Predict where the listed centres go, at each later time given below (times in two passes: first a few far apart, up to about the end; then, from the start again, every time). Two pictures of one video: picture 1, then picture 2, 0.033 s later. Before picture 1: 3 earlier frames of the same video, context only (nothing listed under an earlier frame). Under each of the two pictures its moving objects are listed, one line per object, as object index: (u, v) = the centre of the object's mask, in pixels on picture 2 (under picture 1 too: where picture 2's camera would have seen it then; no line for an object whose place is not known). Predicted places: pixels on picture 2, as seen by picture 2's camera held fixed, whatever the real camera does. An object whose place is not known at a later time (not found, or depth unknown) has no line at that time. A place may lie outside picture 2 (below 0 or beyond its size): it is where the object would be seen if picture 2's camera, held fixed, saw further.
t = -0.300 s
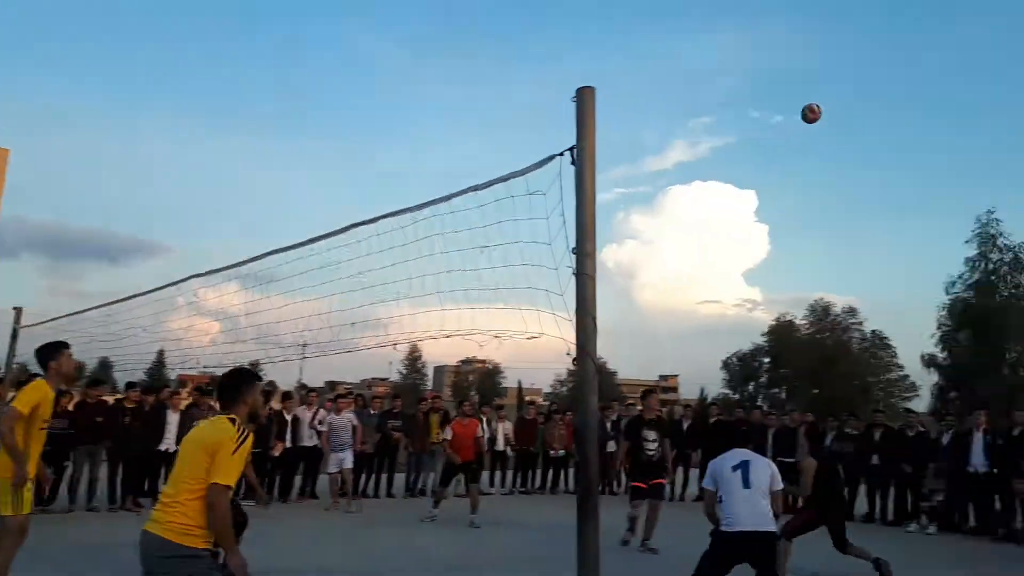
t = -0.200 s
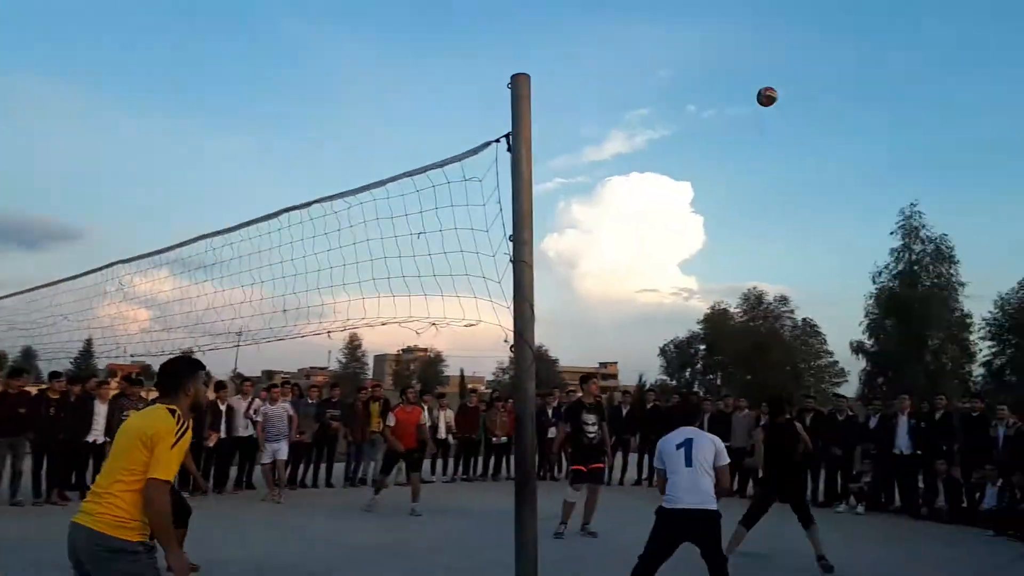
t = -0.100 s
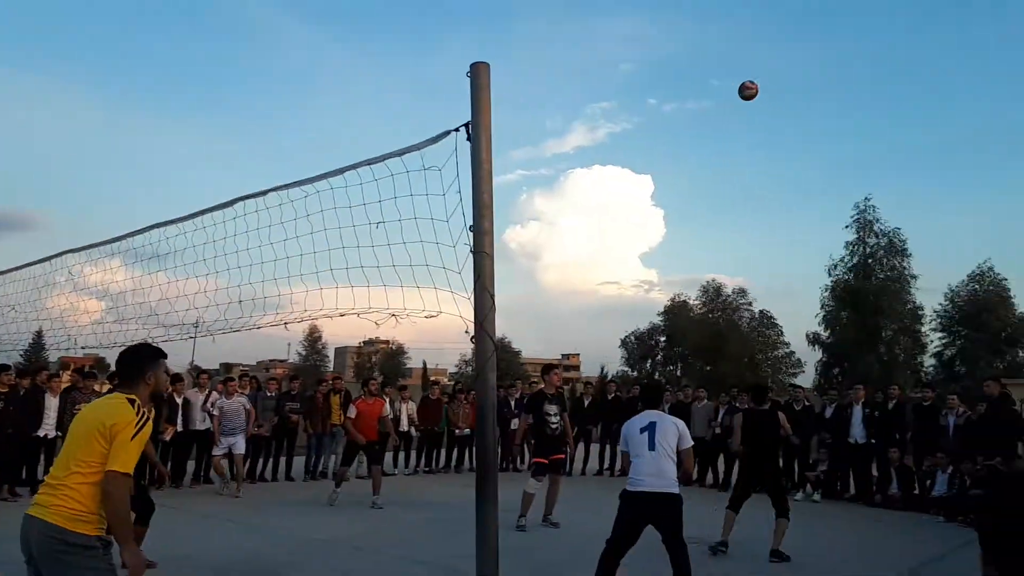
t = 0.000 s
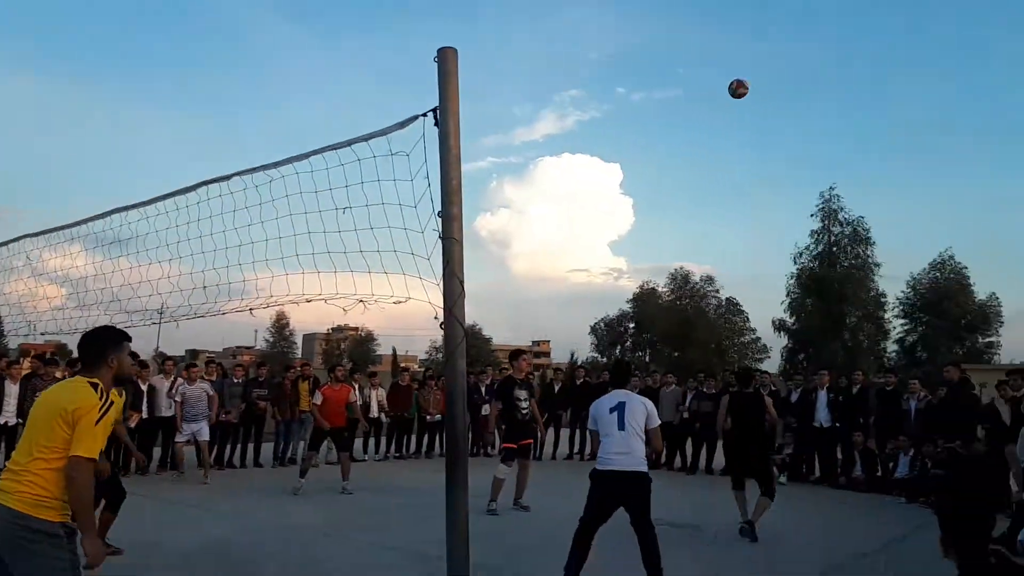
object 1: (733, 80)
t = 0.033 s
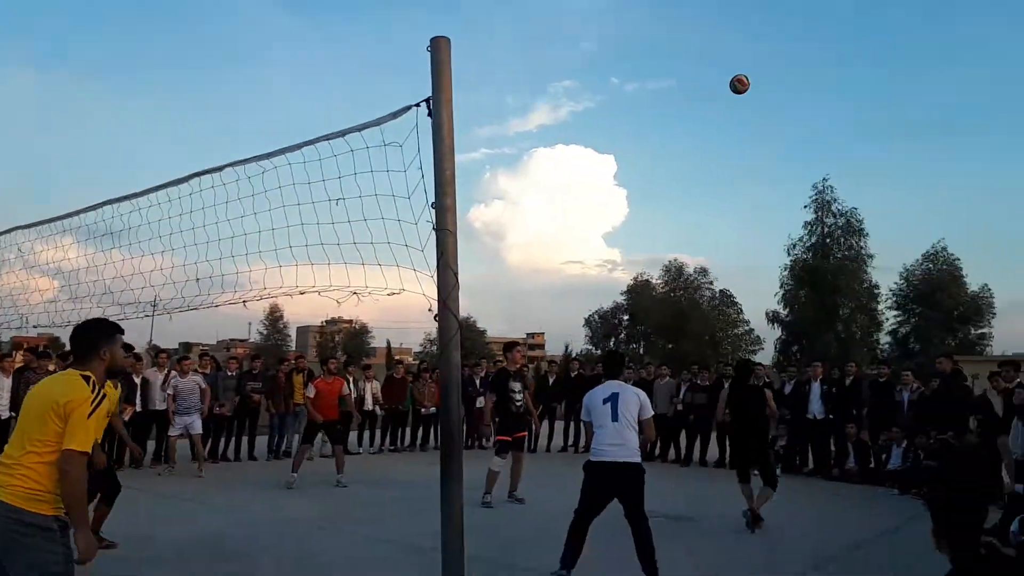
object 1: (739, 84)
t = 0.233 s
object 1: (782, 132)
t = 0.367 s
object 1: (816, 188)
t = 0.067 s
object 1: (745, 92)
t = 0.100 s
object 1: (750, 101)
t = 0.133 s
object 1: (760, 105)
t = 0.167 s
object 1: (767, 110)
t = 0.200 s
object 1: (773, 124)
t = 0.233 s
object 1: (782, 132)
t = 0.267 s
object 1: (791, 143)
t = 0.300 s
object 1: (798, 158)
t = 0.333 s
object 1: (806, 174)
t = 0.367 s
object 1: (816, 188)
